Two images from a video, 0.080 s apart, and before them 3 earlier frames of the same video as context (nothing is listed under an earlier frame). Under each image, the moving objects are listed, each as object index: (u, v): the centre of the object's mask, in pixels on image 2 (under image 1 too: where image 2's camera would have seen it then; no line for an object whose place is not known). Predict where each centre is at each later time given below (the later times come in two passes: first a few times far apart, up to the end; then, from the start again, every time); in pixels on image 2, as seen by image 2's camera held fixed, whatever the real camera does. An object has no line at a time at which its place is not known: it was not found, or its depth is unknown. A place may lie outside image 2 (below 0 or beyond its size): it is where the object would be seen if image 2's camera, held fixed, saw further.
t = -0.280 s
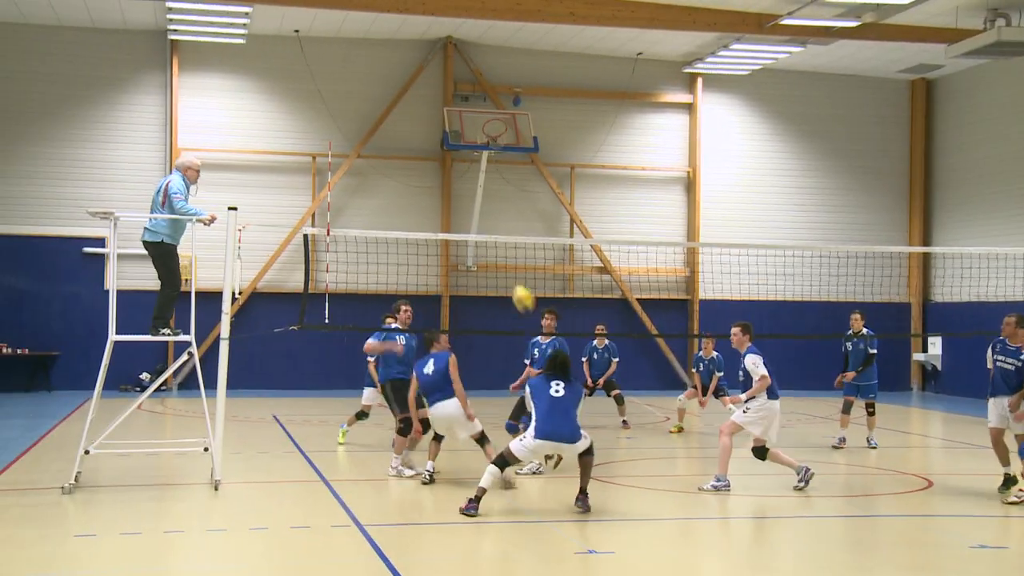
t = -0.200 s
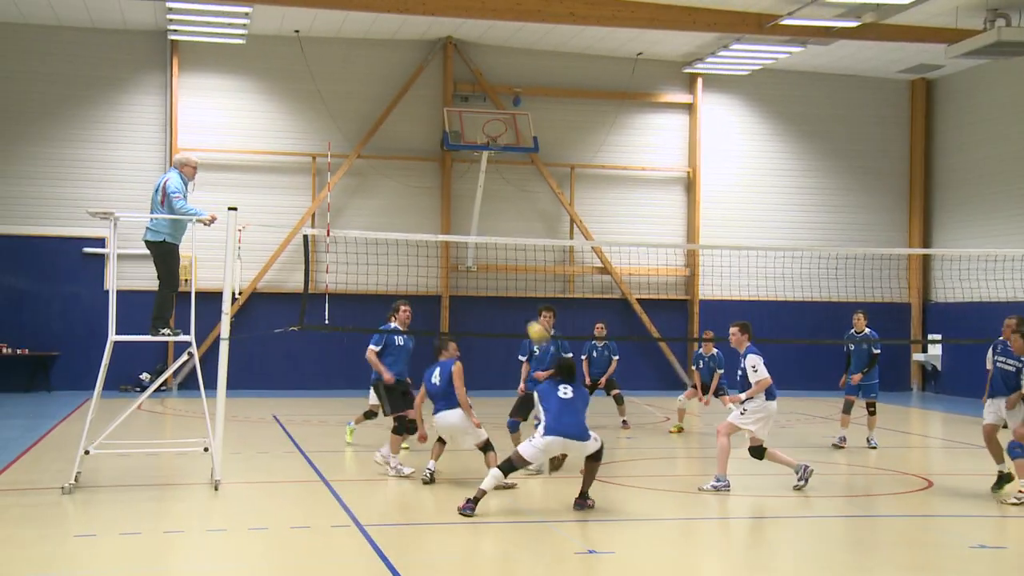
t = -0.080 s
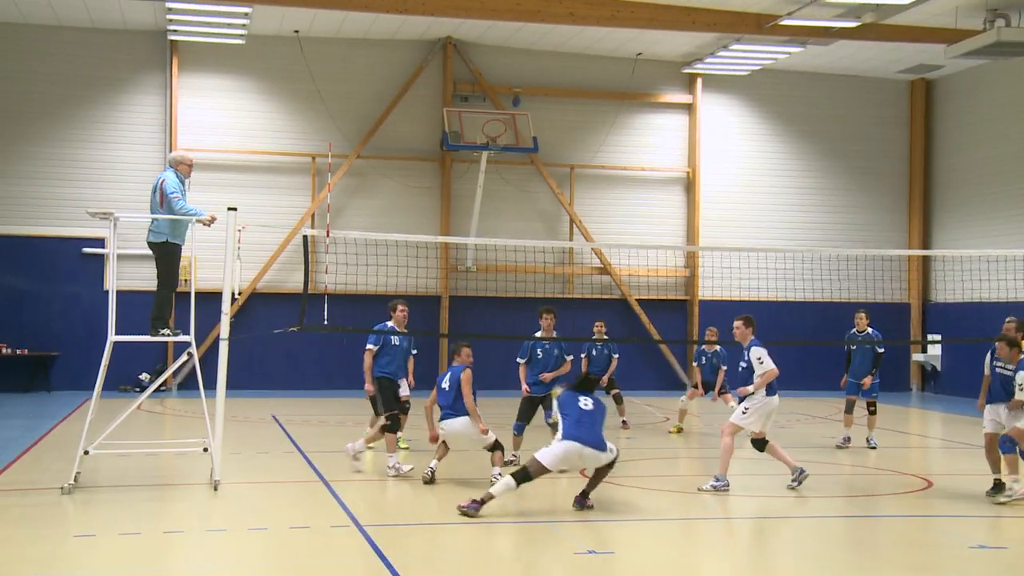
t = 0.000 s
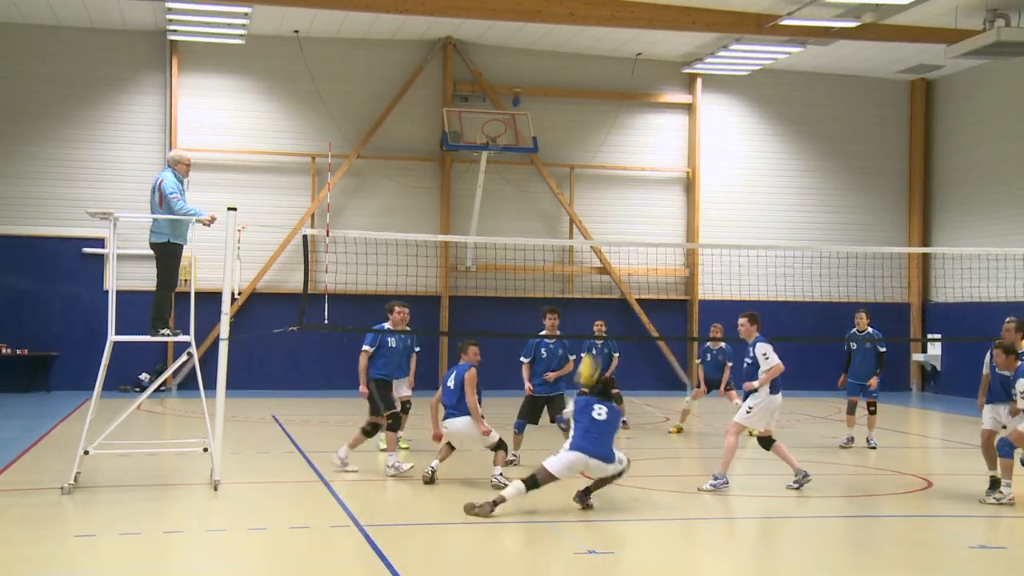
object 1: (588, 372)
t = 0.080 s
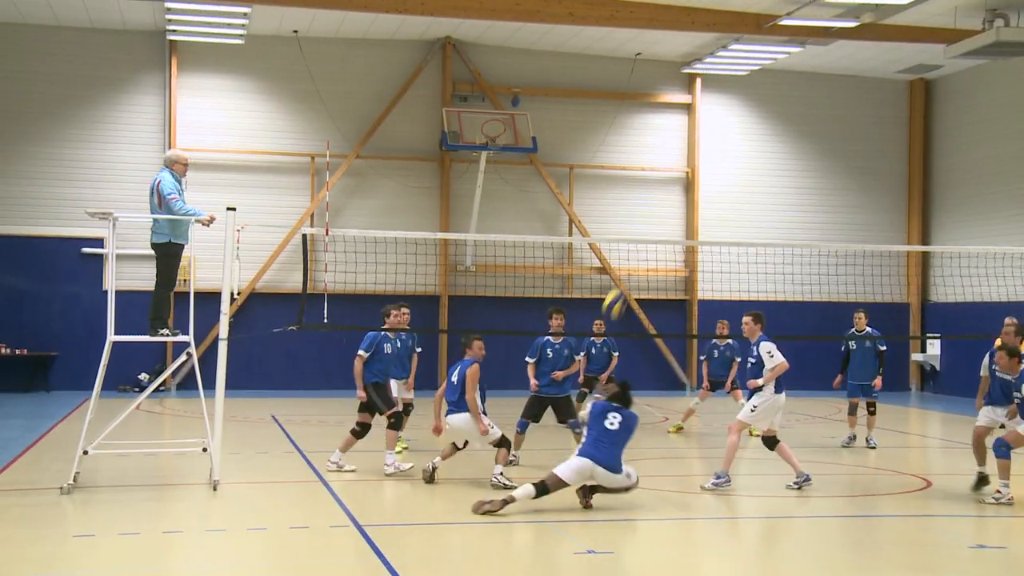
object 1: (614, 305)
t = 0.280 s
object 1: (683, 161)
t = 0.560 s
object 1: (778, 35)
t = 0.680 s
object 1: (820, 7)
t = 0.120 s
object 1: (630, 269)
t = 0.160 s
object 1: (643, 240)
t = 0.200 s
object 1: (657, 211)
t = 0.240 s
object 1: (671, 185)
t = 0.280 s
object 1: (683, 161)
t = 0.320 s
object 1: (696, 138)
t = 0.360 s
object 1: (711, 116)
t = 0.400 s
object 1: (725, 96)
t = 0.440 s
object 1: (737, 81)
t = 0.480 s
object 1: (752, 65)
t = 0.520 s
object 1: (765, 49)
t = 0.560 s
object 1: (778, 35)
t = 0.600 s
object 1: (791, 25)
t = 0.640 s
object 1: (806, 13)
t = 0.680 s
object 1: (820, 7)
